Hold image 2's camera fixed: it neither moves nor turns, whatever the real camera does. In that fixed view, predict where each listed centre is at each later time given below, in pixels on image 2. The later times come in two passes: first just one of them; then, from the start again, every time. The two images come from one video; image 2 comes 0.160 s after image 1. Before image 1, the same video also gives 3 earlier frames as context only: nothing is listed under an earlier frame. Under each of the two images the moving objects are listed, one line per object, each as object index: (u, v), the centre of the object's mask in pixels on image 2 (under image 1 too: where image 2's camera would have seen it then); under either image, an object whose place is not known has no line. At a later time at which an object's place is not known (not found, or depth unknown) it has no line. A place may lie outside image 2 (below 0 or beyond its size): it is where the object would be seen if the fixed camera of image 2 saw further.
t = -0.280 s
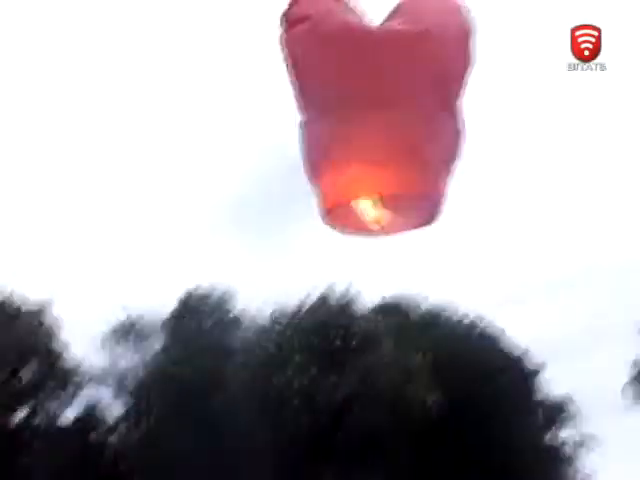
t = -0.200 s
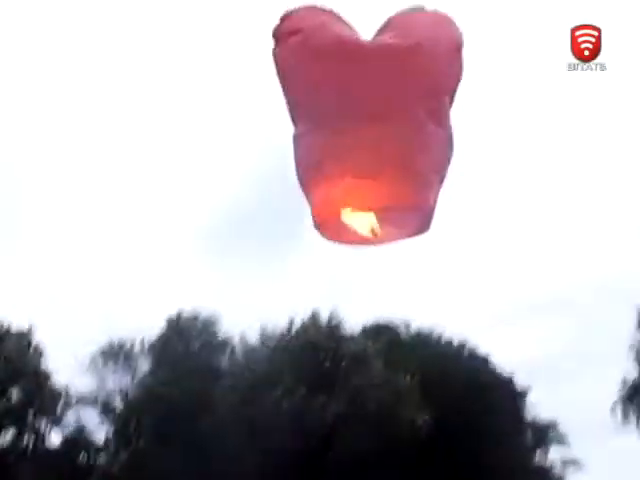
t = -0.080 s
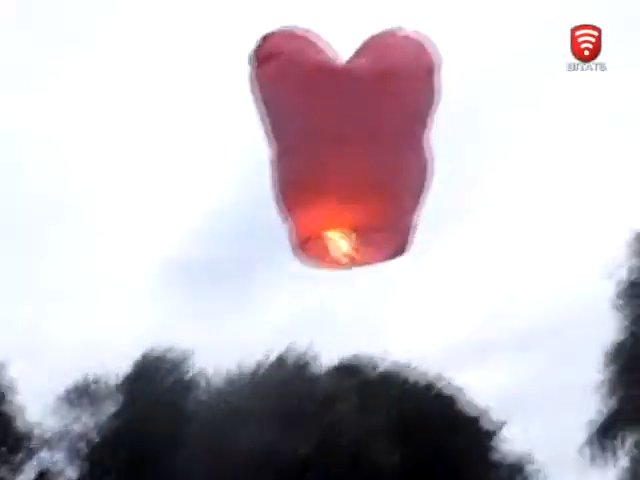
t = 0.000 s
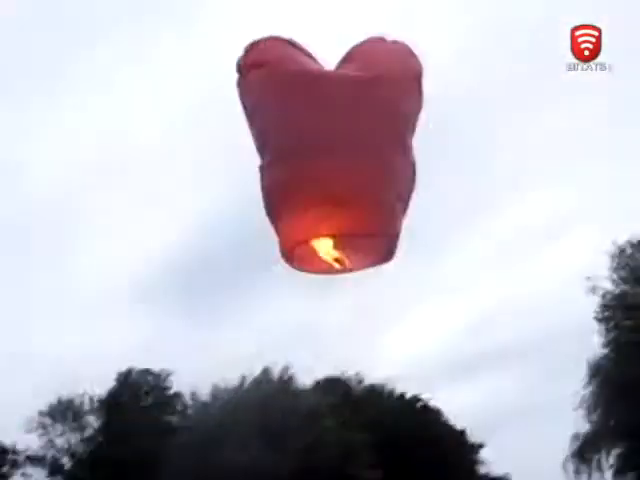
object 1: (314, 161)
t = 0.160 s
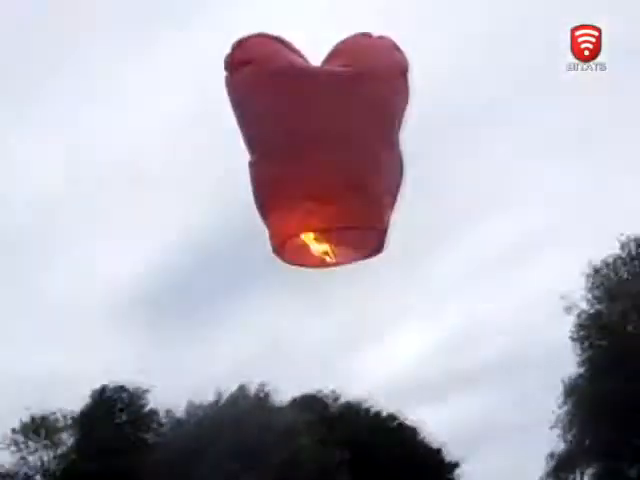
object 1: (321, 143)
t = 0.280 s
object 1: (324, 130)
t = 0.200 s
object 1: (322, 140)
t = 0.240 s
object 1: (322, 135)
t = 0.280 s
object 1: (324, 130)
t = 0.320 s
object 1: (325, 128)
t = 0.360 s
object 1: (330, 122)
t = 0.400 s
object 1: (332, 118)
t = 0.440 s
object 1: (334, 113)
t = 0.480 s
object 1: (336, 108)
